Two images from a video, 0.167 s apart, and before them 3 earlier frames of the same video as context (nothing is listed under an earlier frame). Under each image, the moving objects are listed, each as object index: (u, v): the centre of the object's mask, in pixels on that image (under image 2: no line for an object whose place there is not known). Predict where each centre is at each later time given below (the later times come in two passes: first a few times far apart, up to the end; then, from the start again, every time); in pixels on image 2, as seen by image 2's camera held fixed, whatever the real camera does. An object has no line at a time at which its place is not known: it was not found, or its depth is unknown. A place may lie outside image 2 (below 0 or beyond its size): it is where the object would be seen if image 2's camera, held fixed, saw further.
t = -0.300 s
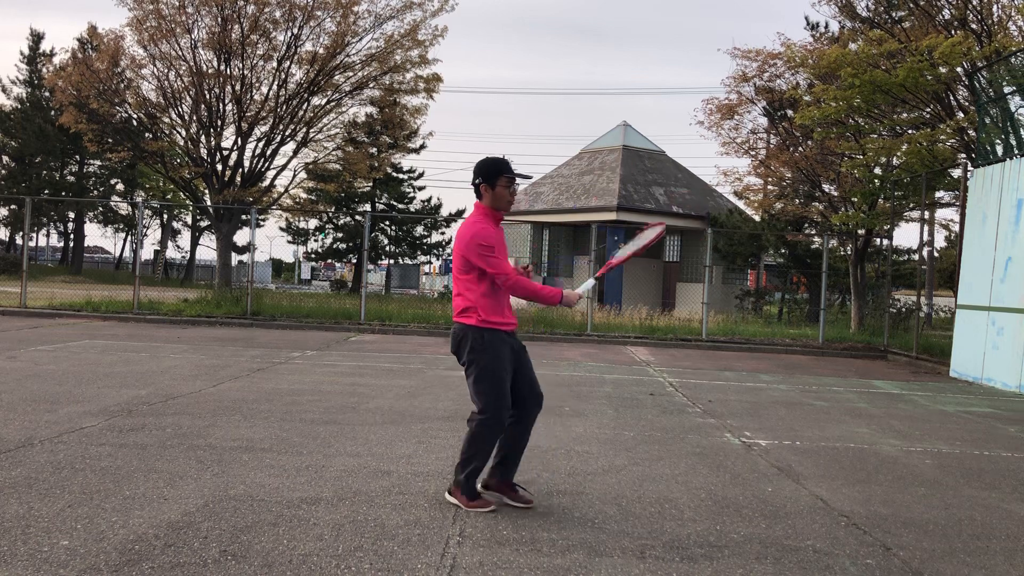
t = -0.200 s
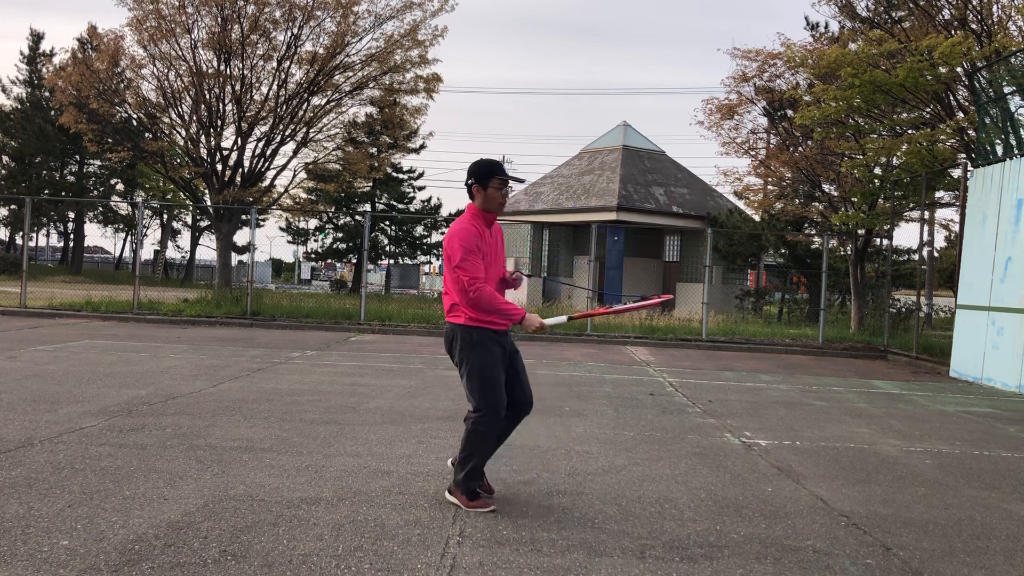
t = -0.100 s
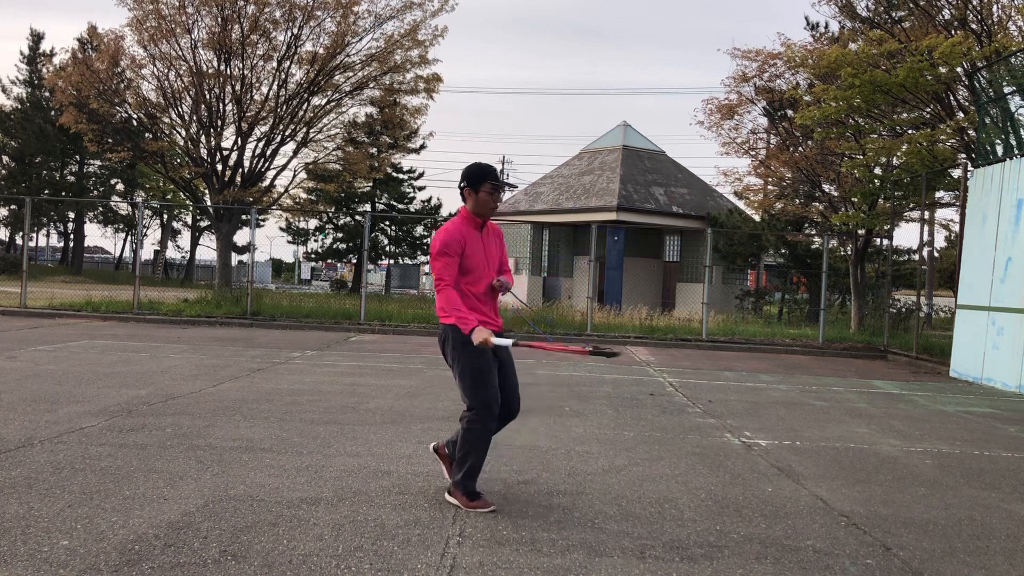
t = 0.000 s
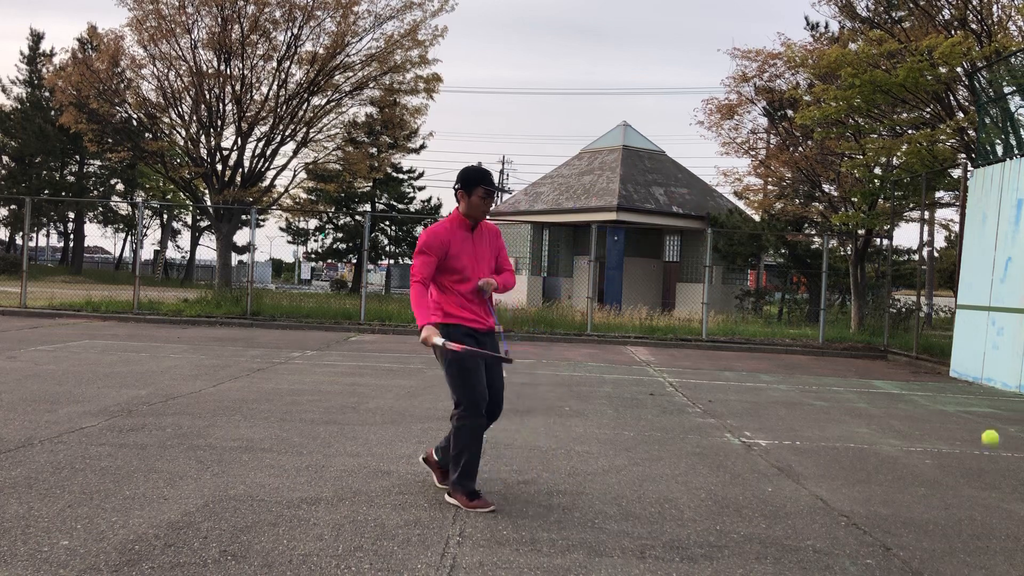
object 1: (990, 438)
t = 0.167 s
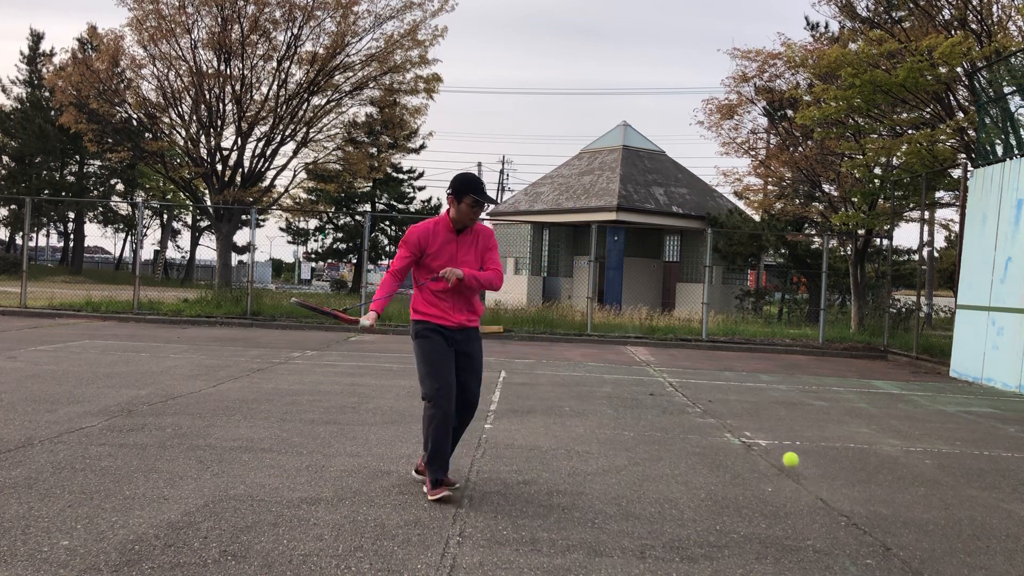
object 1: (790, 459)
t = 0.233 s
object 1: (744, 411)
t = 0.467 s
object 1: (582, 318)
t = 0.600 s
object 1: (492, 316)
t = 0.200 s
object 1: (767, 434)
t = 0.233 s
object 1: (744, 411)
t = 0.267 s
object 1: (720, 390)
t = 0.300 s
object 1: (697, 371)
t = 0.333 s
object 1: (674, 356)
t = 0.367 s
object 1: (651, 343)
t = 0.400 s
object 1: (628, 332)
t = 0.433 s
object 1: (605, 324)
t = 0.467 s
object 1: (582, 318)
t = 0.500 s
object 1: (559, 314)
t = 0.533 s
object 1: (537, 312)
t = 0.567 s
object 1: (515, 313)
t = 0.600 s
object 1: (492, 316)
